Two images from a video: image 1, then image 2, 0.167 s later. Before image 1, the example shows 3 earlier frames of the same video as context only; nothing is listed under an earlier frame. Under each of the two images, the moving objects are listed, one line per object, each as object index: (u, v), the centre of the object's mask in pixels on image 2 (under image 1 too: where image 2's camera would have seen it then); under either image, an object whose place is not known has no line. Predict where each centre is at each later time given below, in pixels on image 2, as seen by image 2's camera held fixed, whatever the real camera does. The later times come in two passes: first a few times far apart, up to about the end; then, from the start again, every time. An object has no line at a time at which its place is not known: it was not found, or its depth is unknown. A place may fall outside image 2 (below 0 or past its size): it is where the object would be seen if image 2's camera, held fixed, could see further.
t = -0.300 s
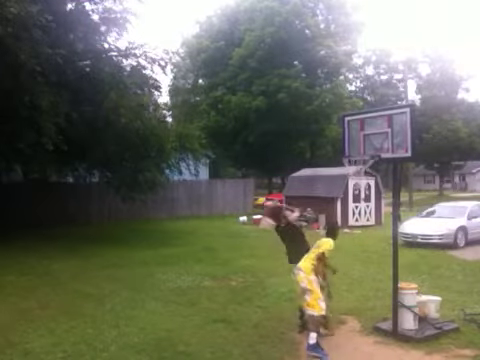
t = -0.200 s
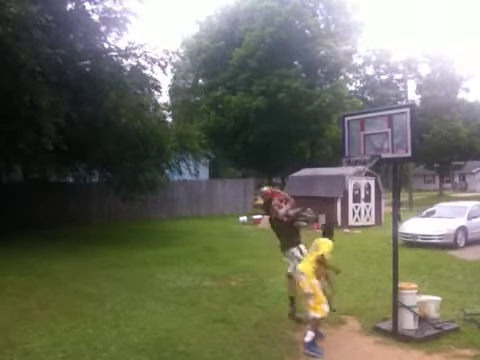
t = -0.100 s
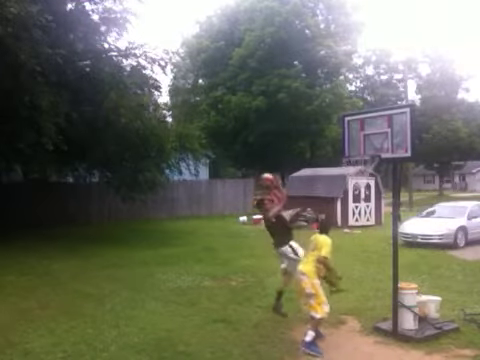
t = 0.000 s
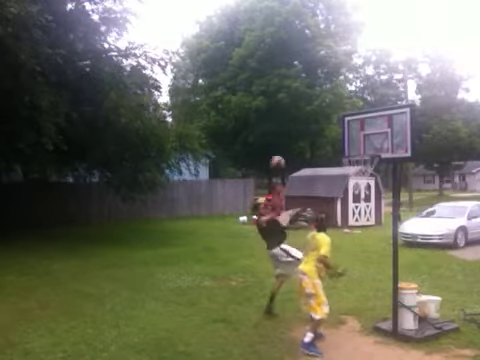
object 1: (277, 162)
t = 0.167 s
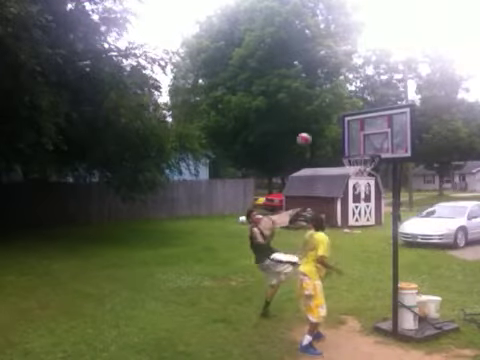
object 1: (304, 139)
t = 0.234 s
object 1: (315, 134)
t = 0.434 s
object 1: (353, 138)
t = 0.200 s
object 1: (309, 137)
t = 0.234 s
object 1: (315, 134)
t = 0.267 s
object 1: (320, 134)
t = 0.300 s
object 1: (326, 133)
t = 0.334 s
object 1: (332, 132)
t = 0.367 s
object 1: (338, 134)
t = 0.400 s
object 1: (343, 136)
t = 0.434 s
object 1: (353, 138)
